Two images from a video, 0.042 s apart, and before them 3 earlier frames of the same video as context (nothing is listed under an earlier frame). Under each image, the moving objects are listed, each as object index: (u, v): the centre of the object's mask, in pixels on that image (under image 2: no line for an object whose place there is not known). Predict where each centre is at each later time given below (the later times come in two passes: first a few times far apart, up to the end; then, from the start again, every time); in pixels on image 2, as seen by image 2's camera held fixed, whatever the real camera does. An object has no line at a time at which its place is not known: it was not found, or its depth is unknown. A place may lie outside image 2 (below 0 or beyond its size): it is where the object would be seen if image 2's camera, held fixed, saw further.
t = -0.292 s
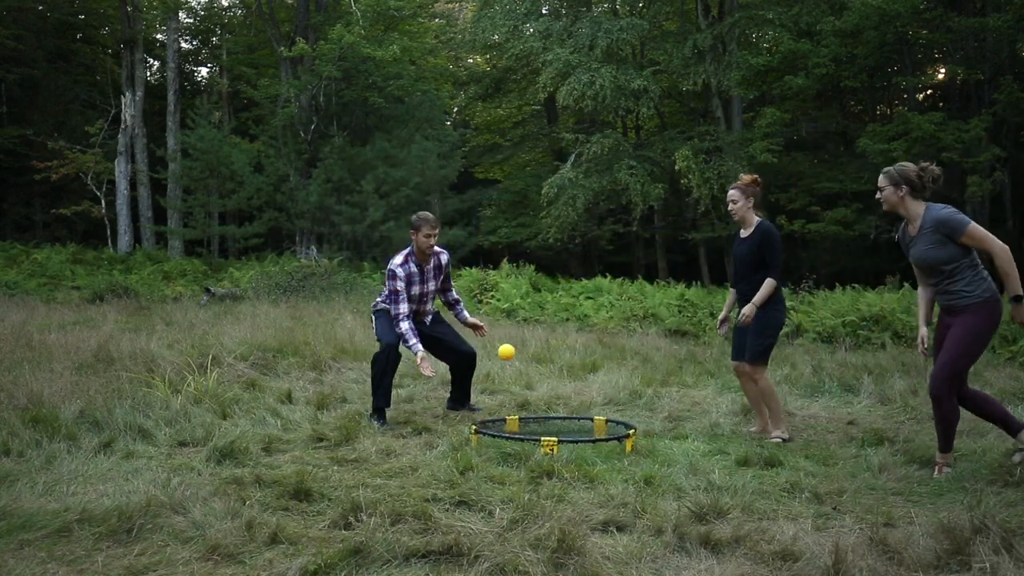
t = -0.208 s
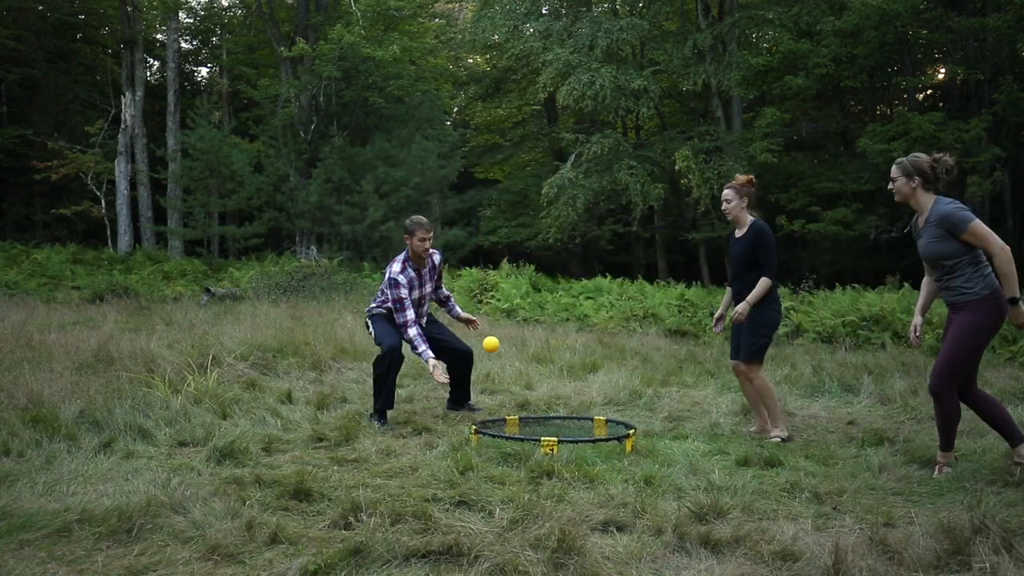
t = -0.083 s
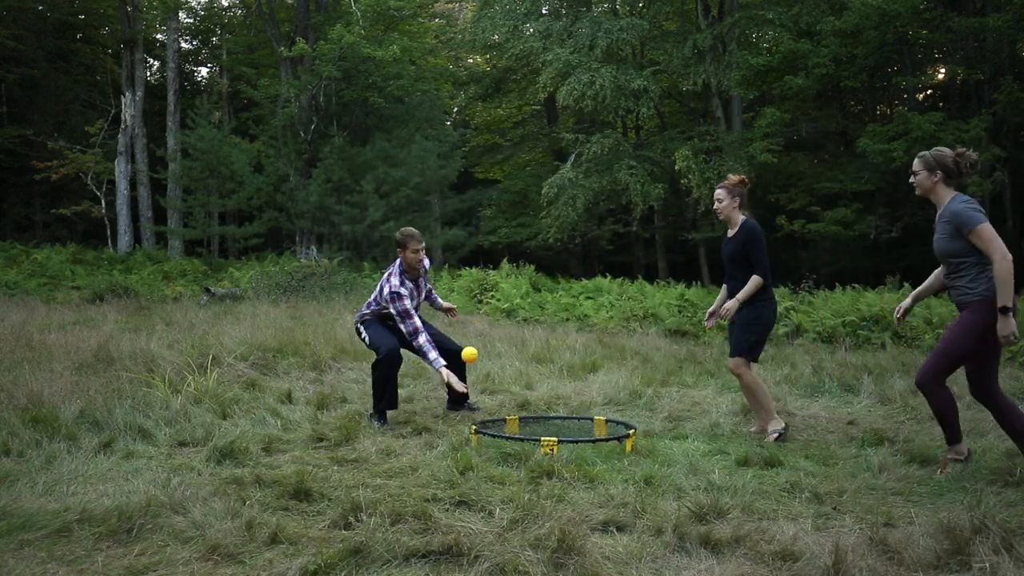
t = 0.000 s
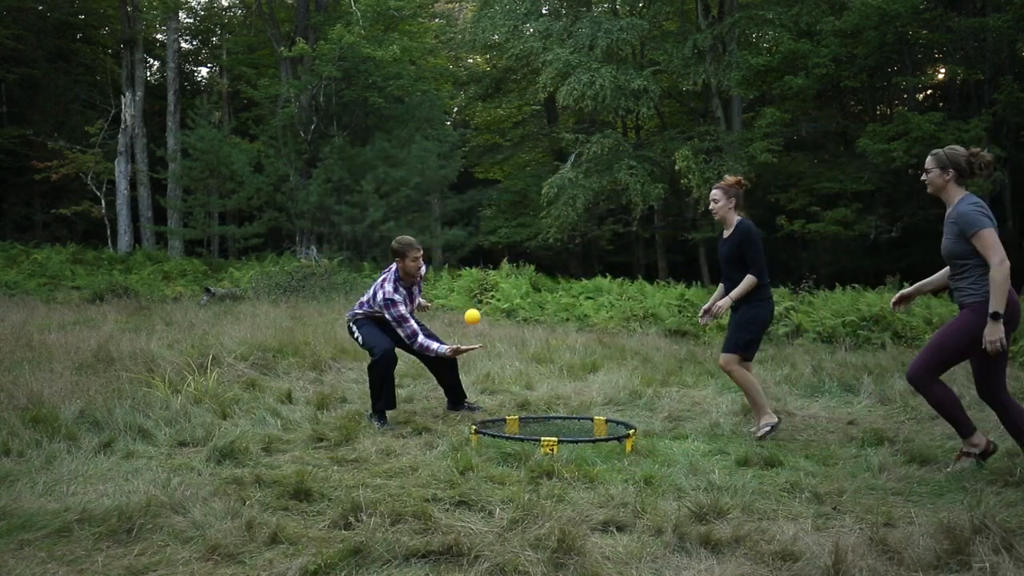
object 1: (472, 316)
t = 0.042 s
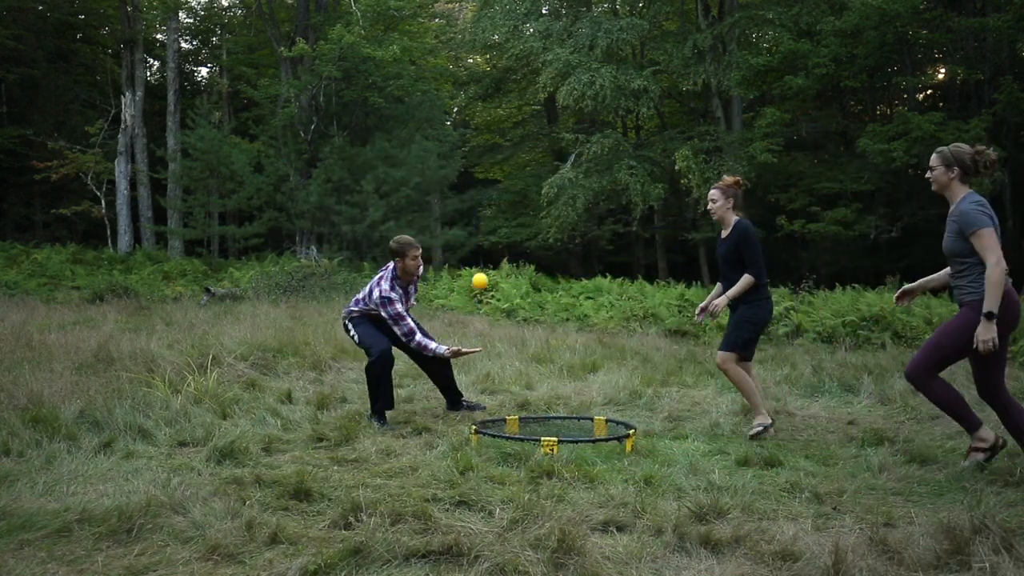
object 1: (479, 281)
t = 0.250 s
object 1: (519, 144)
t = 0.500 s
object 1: (569, 74)
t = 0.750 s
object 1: (623, 103)
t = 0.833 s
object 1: (641, 135)
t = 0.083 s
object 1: (487, 248)
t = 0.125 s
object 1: (495, 218)
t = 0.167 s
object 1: (503, 191)
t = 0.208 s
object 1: (511, 166)
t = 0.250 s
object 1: (519, 144)
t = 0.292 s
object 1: (527, 126)
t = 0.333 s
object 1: (535, 110)
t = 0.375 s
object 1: (544, 97)
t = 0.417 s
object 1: (552, 86)
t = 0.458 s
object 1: (561, 79)
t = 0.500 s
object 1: (569, 74)
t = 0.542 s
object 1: (578, 71)
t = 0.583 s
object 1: (587, 72)
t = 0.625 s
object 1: (596, 76)
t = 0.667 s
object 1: (605, 82)
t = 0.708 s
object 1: (614, 91)
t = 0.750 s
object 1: (623, 103)
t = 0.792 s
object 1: (632, 118)
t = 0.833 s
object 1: (641, 135)
